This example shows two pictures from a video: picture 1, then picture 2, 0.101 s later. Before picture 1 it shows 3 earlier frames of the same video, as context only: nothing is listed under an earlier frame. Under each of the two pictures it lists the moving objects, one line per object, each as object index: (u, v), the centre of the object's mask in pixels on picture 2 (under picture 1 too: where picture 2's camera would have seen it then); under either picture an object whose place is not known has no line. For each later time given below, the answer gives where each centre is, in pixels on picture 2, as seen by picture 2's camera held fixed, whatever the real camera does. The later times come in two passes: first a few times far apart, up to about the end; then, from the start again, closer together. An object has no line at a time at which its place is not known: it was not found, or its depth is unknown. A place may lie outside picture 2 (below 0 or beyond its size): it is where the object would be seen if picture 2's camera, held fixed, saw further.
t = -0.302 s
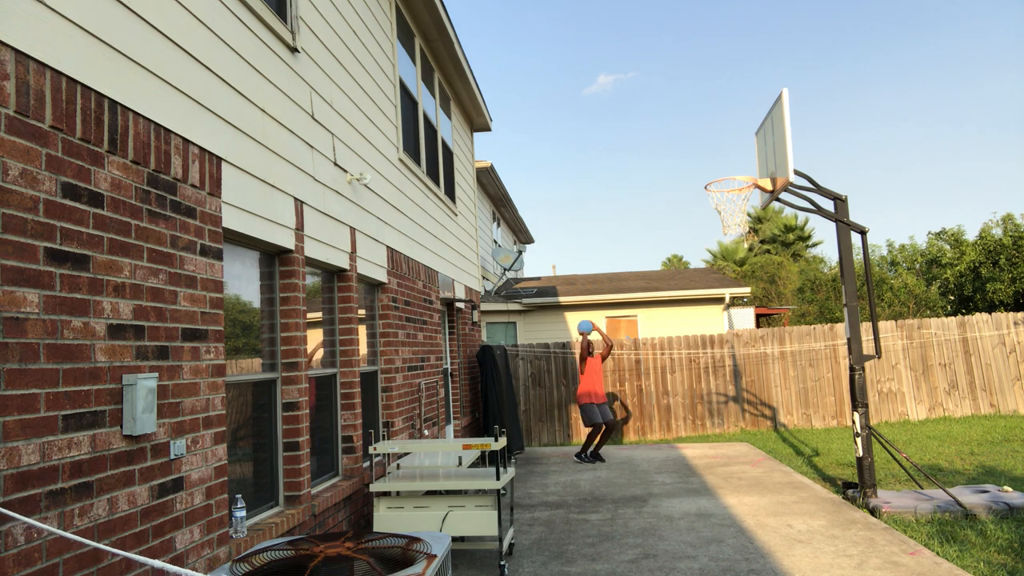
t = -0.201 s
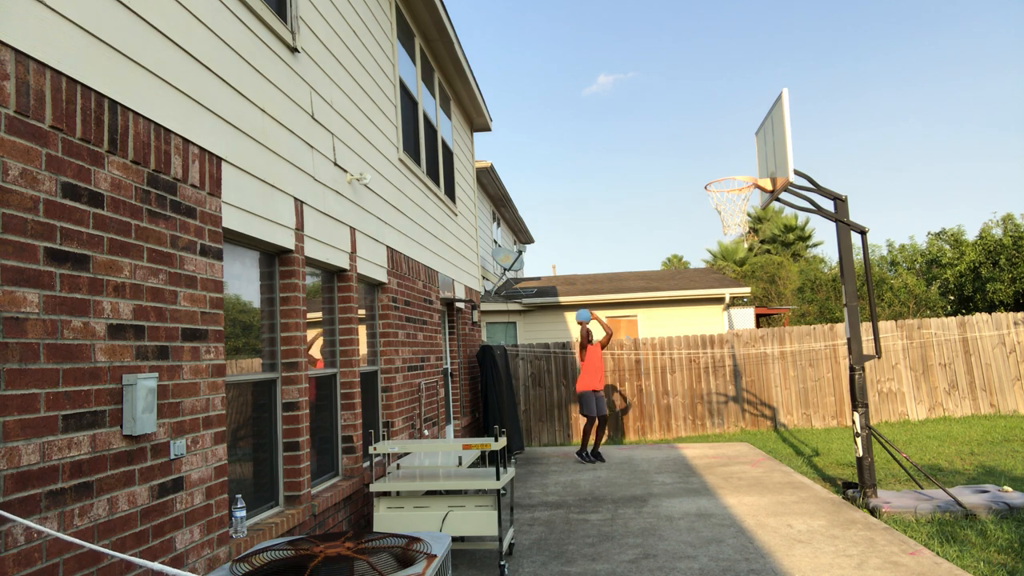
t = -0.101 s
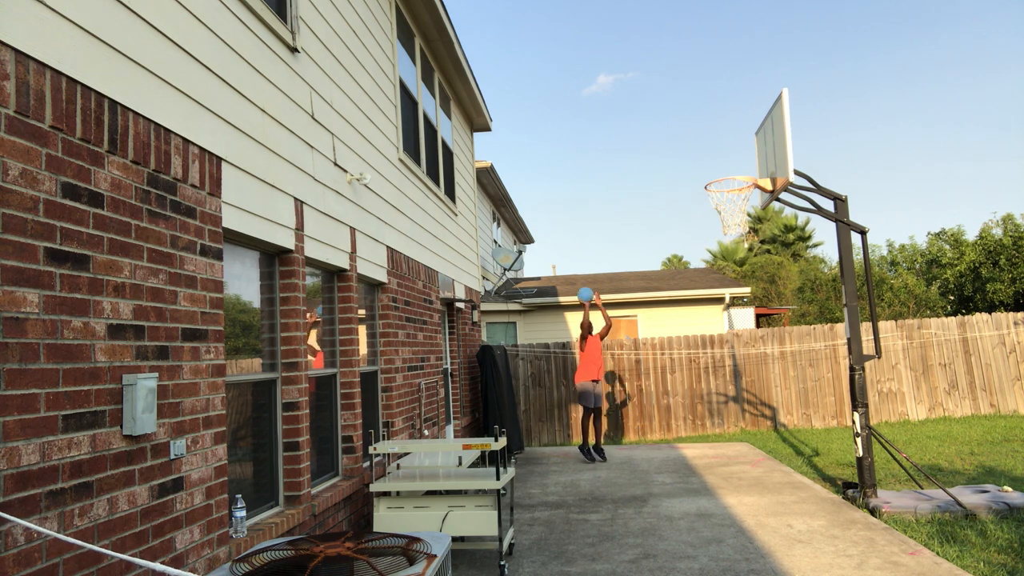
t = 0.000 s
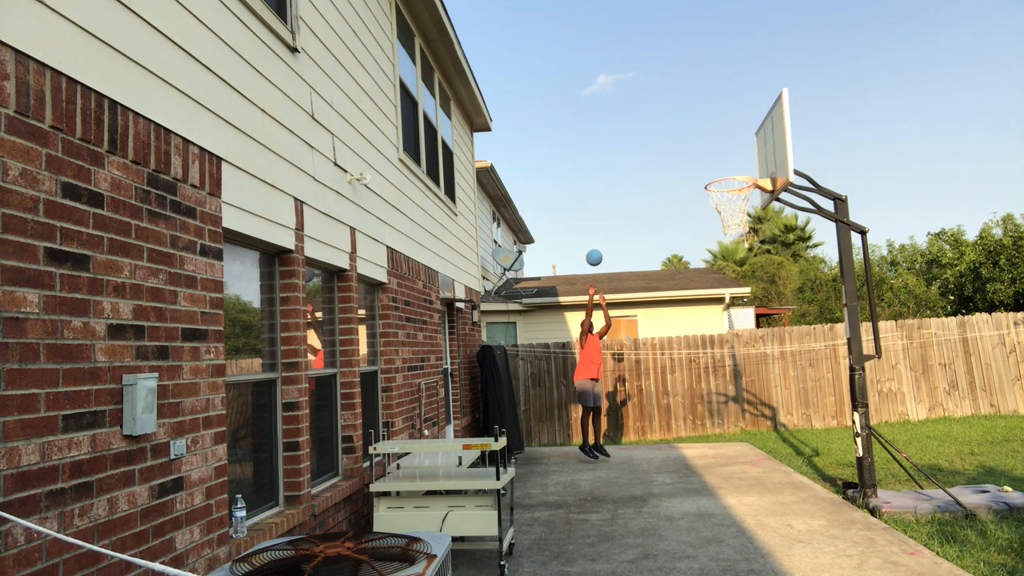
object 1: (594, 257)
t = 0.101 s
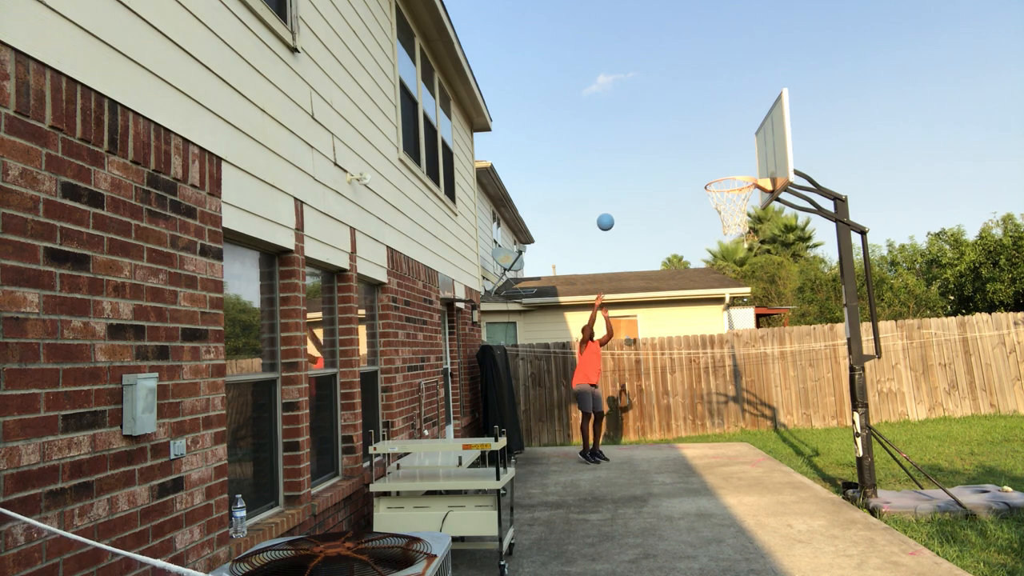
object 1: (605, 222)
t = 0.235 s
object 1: (622, 184)
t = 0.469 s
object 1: (659, 145)
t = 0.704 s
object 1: (705, 152)
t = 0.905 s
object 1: (730, 208)
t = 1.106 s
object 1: (715, 283)
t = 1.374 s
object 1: (701, 429)
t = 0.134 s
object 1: (609, 211)
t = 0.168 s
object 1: (613, 201)
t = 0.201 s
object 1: (618, 192)
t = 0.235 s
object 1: (622, 184)
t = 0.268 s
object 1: (627, 176)
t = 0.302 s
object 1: (632, 169)
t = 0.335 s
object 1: (637, 162)
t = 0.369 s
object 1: (642, 157)
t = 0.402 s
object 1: (647, 152)
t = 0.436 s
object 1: (653, 148)
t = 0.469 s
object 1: (659, 145)
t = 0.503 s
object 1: (665, 143)
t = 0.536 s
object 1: (671, 142)
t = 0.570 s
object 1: (677, 142)
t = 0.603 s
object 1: (684, 143)
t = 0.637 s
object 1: (691, 145)
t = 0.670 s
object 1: (698, 148)
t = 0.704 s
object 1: (705, 152)
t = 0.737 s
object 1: (713, 158)
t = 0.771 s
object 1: (721, 165)
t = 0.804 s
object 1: (729, 172)
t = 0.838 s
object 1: (736, 183)
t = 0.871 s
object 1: (734, 194)
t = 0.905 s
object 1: (730, 208)
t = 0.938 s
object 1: (726, 221)
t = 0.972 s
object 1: (724, 232)
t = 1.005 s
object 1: (721, 243)
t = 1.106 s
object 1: (715, 283)
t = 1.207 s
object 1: (709, 332)
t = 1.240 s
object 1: (707, 349)
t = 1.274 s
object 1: (706, 368)
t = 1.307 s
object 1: (704, 387)
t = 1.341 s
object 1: (703, 408)
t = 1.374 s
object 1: (701, 429)
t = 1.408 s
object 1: (700, 451)
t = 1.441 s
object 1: (699, 475)
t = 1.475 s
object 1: (697, 478)
